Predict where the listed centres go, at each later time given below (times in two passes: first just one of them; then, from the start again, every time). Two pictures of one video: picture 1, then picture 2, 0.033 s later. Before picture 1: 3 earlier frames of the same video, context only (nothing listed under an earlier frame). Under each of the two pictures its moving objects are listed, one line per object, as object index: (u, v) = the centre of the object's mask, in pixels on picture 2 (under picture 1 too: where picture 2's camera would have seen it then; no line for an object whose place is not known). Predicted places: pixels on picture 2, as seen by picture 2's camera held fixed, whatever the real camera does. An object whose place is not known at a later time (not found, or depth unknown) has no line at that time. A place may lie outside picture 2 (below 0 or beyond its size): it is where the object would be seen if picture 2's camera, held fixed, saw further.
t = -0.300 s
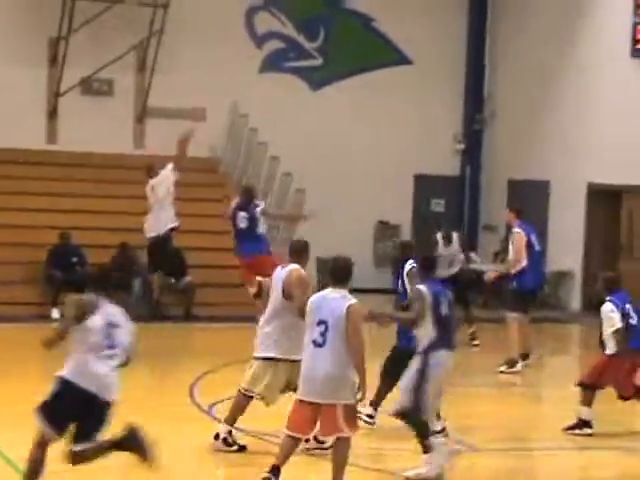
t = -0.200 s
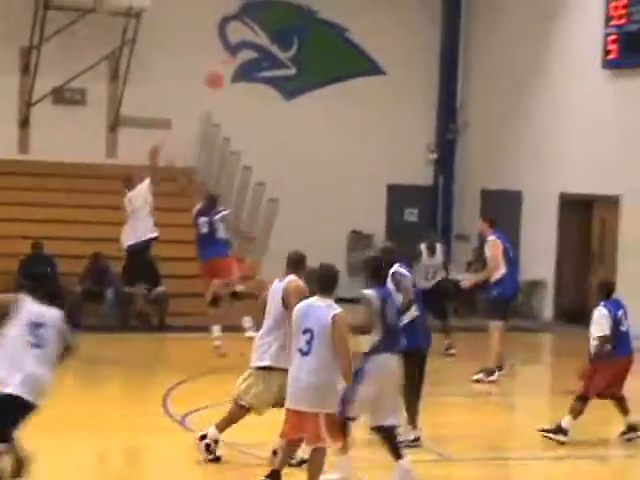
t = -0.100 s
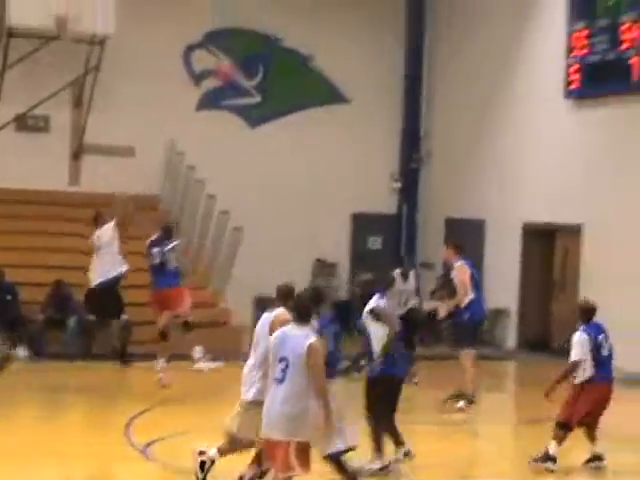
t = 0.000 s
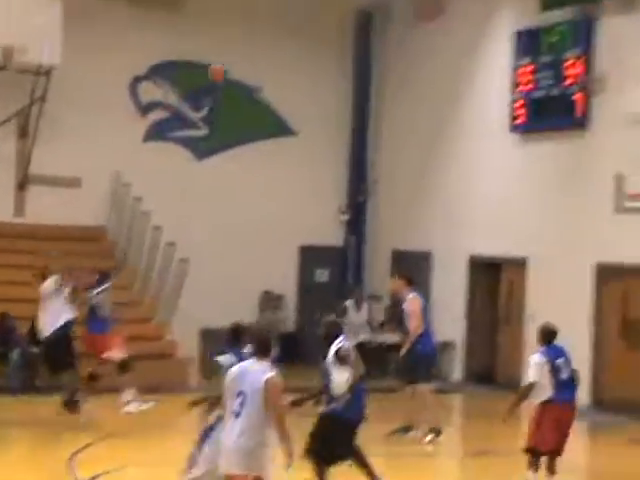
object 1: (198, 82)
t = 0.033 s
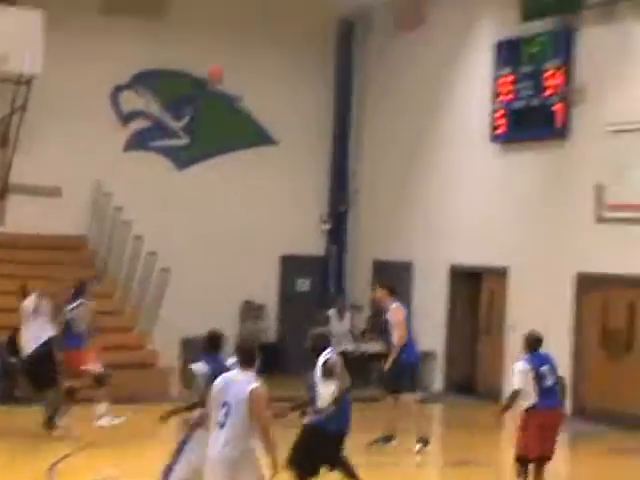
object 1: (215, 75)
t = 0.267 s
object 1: (320, 47)
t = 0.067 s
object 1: (230, 68)
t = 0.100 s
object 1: (245, 63)
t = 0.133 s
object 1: (261, 59)
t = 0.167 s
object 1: (277, 55)
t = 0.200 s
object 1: (291, 57)
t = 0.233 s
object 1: (308, 50)
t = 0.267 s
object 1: (320, 47)
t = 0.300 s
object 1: (336, 48)
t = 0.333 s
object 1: (352, 46)
